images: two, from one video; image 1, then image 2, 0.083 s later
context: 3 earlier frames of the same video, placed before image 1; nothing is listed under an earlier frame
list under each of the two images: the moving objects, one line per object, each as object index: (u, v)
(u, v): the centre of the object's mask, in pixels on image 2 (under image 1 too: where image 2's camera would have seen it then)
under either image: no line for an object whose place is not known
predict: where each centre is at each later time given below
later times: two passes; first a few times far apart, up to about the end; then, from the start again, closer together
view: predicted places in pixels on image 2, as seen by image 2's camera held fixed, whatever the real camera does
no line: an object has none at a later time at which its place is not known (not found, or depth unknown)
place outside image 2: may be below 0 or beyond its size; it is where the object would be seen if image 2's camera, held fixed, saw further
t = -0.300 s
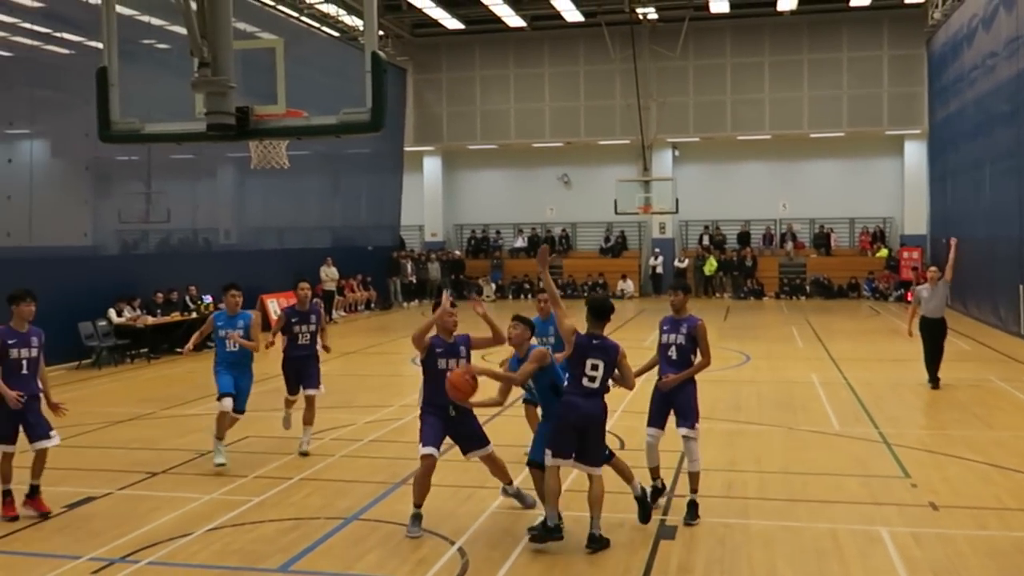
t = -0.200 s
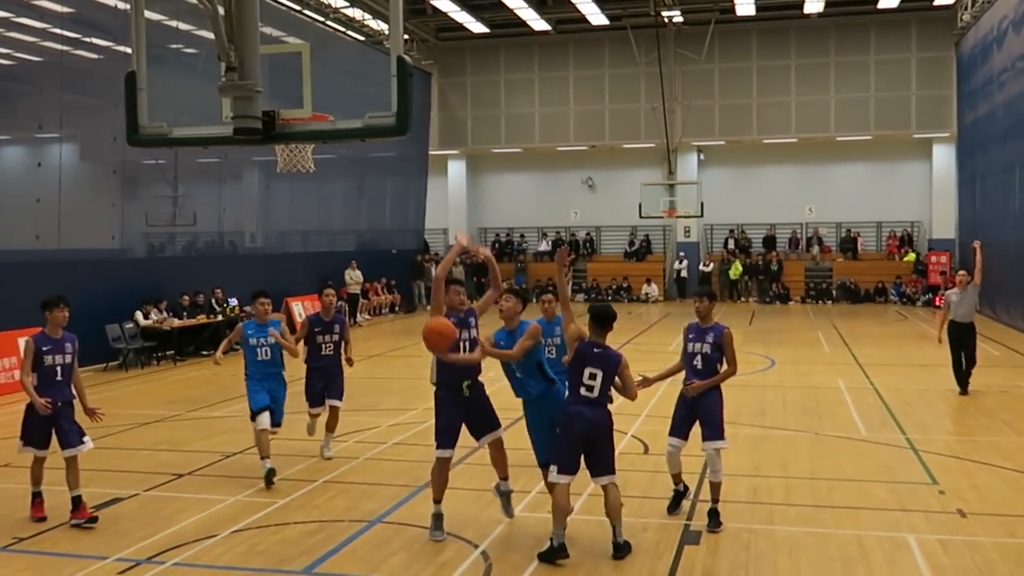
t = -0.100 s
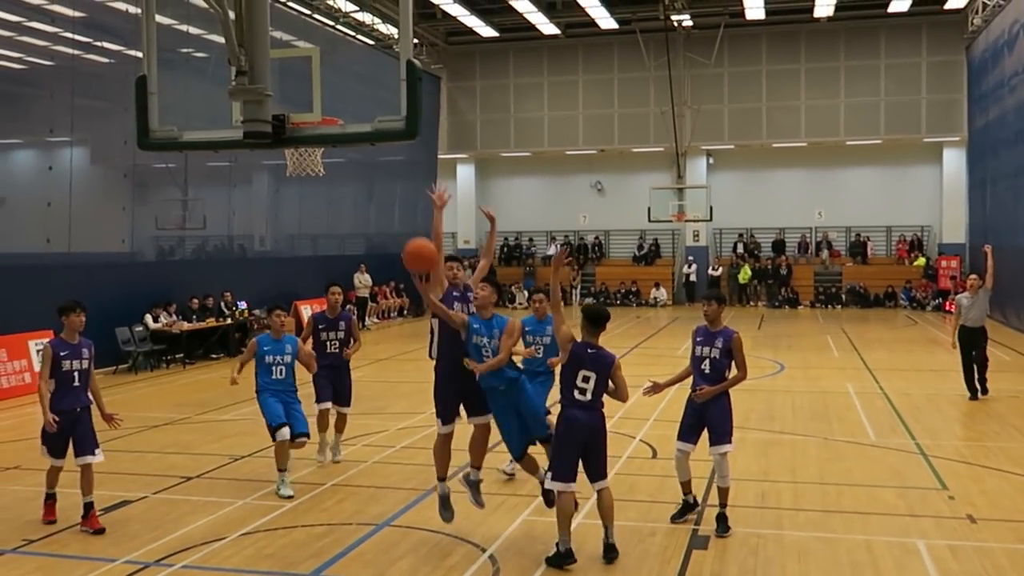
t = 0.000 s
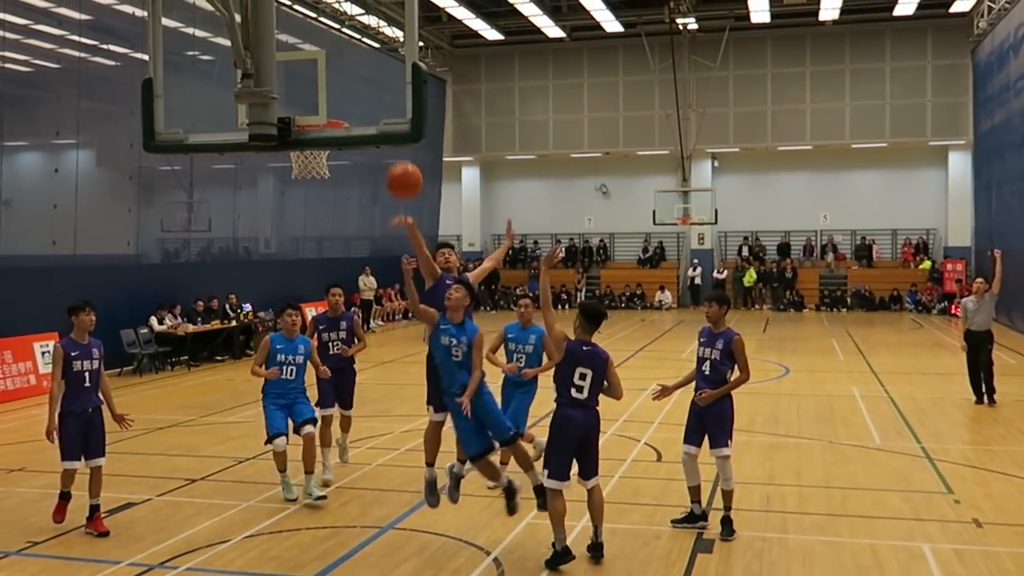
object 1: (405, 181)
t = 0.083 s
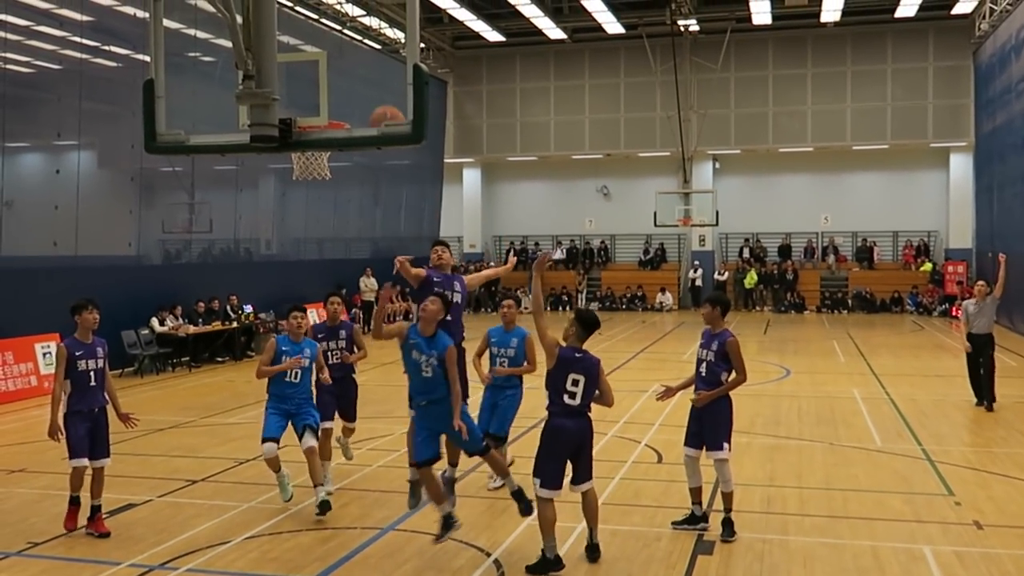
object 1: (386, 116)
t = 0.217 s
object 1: (368, 62)
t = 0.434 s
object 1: (375, 53)
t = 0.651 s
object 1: (382, 110)
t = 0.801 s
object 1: (388, 186)
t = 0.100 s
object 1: (383, 110)
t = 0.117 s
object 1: (380, 104)
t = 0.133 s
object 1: (377, 95)
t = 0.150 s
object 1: (373, 85)
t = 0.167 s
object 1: (369, 76)
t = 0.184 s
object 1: (367, 69)
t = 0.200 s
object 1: (367, 66)
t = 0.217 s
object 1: (368, 62)
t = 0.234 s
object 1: (369, 58)
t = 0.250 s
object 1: (369, 55)
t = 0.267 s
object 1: (370, 54)
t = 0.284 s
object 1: (370, 52)
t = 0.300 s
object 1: (371, 50)
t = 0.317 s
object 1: (371, 49)
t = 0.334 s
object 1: (372, 49)
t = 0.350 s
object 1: (372, 48)
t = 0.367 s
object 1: (373, 48)
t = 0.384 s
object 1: (373, 49)
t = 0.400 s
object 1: (374, 50)
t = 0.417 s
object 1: (375, 51)
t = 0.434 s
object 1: (375, 53)
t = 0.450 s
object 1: (376, 56)
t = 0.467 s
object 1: (377, 59)
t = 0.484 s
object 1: (377, 62)
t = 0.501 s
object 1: (377, 65)
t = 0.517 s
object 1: (378, 69)
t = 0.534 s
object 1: (379, 73)
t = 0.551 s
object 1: (379, 77)
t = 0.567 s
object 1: (380, 82)
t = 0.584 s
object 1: (380, 87)
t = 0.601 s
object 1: (381, 93)
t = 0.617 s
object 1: (381, 99)
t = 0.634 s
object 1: (382, 105)
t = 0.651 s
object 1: (382, 110)
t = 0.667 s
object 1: (382, 114)
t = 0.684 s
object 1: (382, 117)
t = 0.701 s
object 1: (381, 121)
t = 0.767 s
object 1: (387, 167)
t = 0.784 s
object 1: (387, 176)
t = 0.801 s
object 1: (388, 186)
